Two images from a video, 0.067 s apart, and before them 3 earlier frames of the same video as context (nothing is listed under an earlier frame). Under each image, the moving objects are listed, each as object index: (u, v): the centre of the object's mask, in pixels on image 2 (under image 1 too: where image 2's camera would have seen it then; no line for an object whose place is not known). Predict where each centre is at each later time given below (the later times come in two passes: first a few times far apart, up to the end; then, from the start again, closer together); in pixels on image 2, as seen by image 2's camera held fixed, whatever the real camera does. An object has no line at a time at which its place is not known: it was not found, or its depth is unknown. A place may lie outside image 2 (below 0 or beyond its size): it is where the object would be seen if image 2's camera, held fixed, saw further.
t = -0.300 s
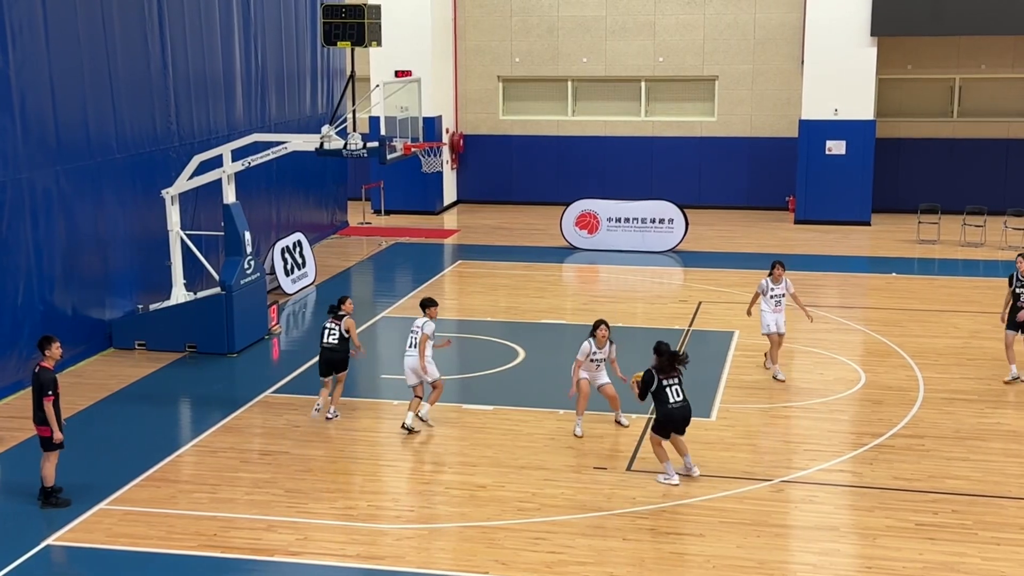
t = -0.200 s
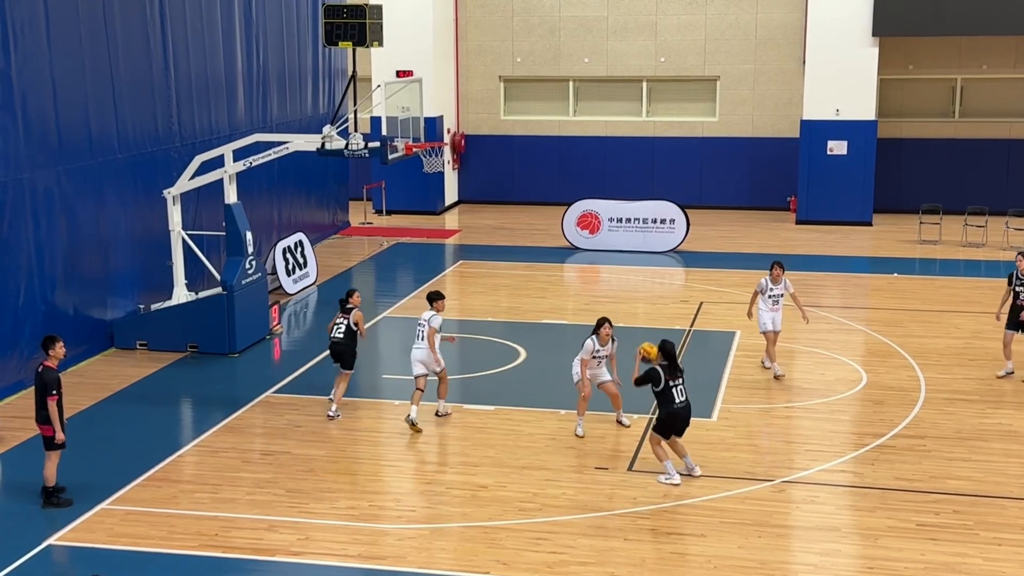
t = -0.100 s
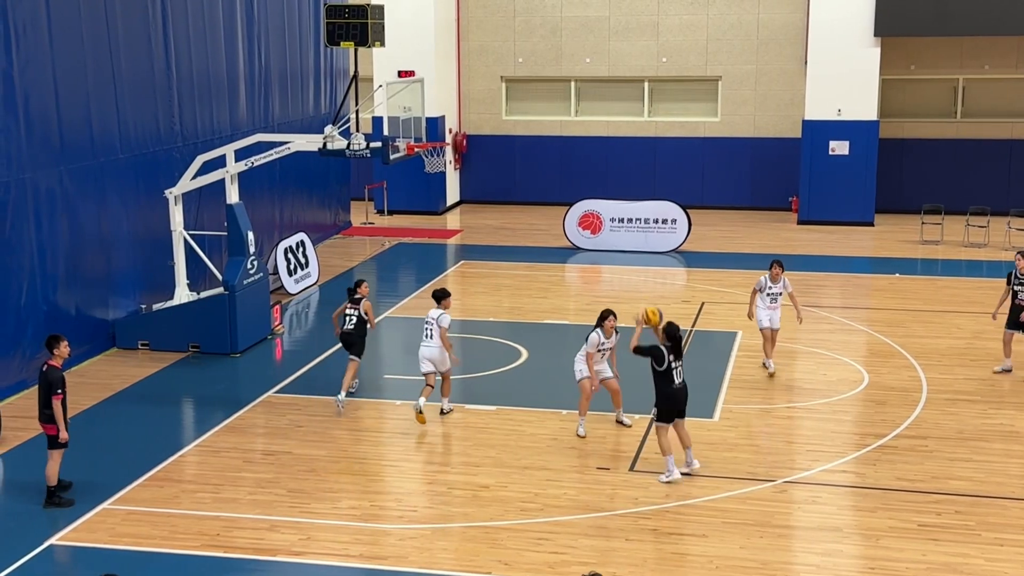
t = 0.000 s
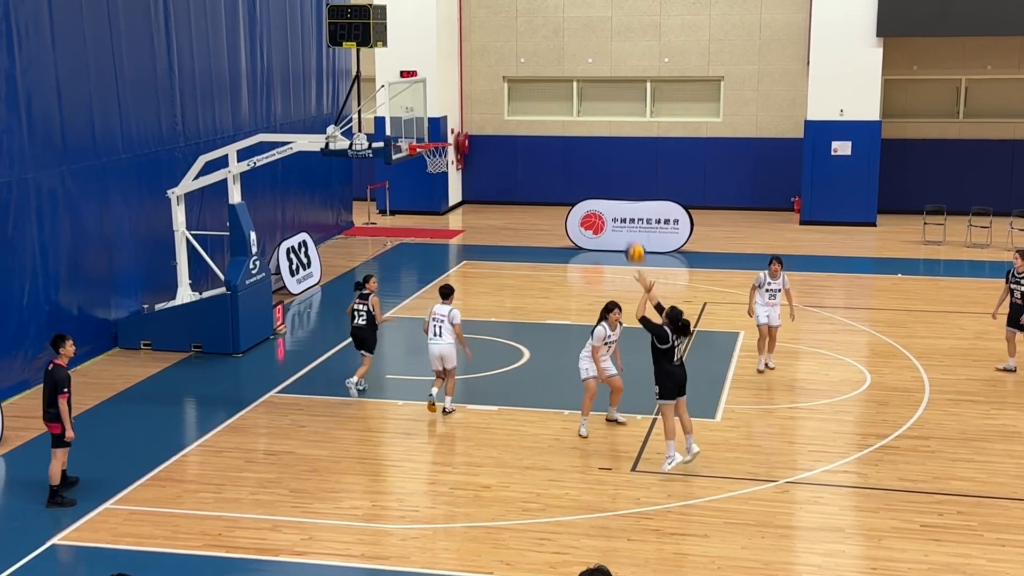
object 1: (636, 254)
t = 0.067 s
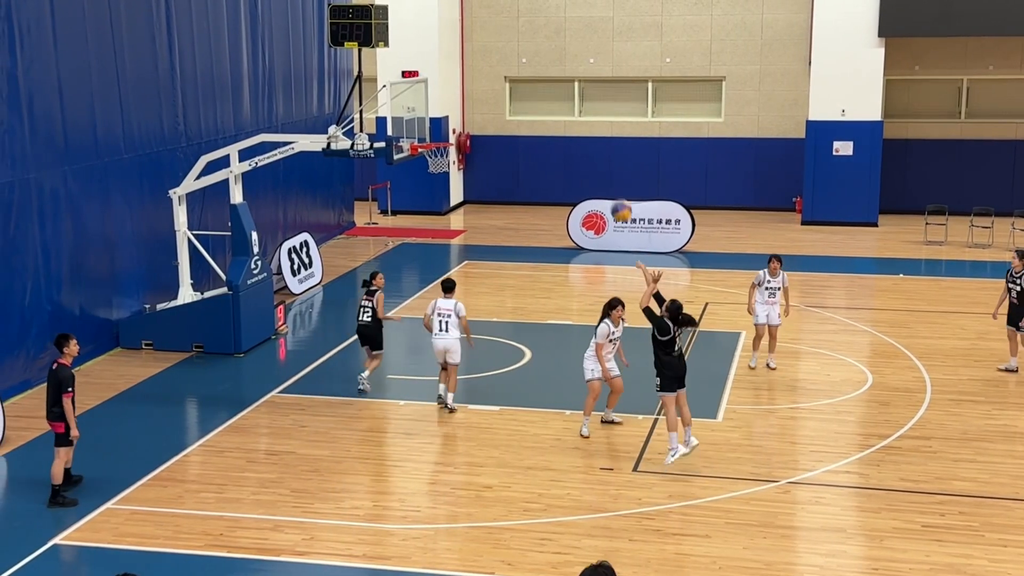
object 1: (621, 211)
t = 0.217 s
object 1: (588, 136)
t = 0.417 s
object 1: (545, 71)
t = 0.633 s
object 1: (504, 43)
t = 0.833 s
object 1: (470, 51)
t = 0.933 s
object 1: (455, 66)
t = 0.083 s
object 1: (617, 200)
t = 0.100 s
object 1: (614, 191)
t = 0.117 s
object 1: (610, 183)
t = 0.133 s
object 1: (606, 174)
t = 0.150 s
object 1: (602, 165)
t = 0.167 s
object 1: (599, 157)
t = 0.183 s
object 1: (595, 150)
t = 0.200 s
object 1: (591, 143)
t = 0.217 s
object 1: (588, 136)
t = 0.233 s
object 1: (584, 128)
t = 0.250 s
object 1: (580, 122)
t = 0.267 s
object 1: (577, 116)
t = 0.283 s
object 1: (573, 109)
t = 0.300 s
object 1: (569, 103)
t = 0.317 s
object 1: (566, 98)
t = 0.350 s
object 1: (559, 88)
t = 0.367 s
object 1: (556, 82)
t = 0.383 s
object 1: (552, 78)
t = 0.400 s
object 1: (549, 74)
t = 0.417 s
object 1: (545, 71)
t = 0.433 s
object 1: (542, 67)
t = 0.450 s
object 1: (539, 63)
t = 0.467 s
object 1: (536, 60)
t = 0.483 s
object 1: (532, 57)
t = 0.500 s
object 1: (529, 55)
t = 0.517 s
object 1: (526, 53)
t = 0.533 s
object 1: (523, 51)
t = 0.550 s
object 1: (520, 49)
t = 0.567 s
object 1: (516, 47)
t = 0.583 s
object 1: (513, 45)
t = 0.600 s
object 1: (511, 44)
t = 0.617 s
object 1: (508, 43)
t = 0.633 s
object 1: (504, 43)
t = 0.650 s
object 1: (501, 43)
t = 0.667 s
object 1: (499, 42)
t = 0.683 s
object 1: (496, 42)
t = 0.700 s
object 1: (493, 42)
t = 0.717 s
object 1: (490, 43)
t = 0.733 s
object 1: (487, 43)
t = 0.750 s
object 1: (484, 44)
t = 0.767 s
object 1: (482, 45)
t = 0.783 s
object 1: (479, 46)
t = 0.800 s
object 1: (476, 48)
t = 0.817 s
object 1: (473, 50)
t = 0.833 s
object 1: (470, 51)
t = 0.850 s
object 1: (468, 53)
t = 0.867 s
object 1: (465, 56)
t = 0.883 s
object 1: (463, 58)
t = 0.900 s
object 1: (460, 60)
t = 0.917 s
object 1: (457, 63)
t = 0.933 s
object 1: (455, 66)
